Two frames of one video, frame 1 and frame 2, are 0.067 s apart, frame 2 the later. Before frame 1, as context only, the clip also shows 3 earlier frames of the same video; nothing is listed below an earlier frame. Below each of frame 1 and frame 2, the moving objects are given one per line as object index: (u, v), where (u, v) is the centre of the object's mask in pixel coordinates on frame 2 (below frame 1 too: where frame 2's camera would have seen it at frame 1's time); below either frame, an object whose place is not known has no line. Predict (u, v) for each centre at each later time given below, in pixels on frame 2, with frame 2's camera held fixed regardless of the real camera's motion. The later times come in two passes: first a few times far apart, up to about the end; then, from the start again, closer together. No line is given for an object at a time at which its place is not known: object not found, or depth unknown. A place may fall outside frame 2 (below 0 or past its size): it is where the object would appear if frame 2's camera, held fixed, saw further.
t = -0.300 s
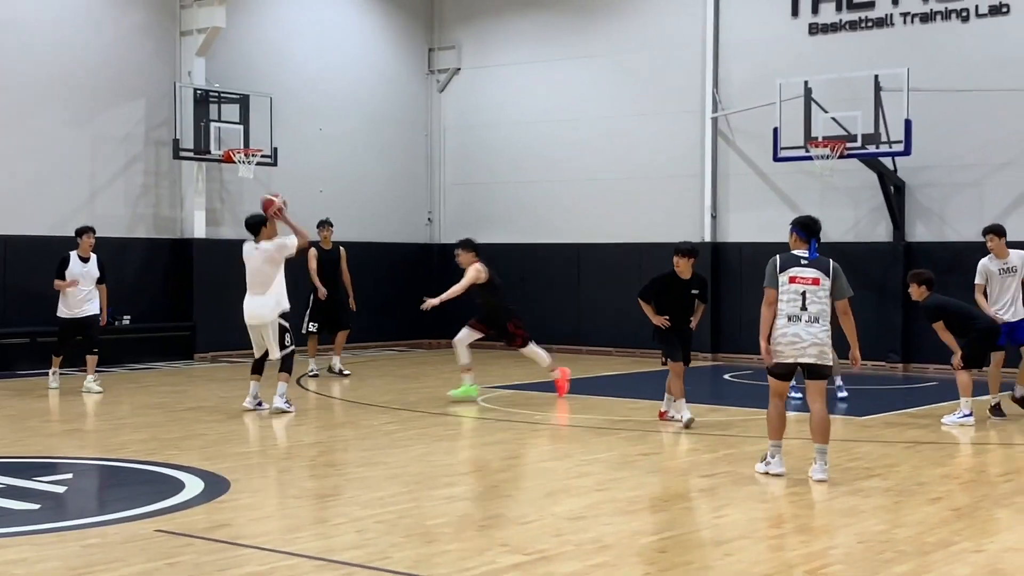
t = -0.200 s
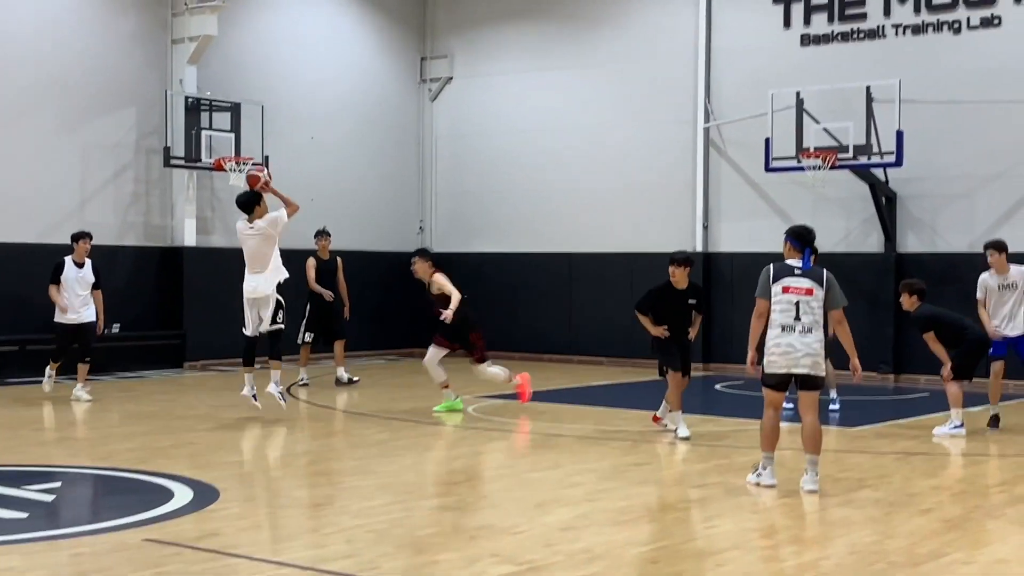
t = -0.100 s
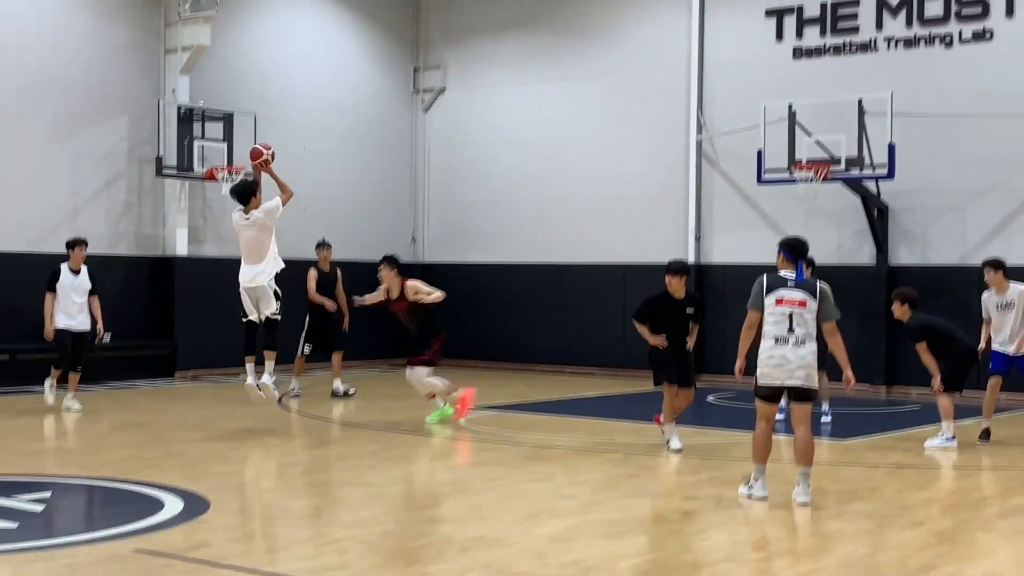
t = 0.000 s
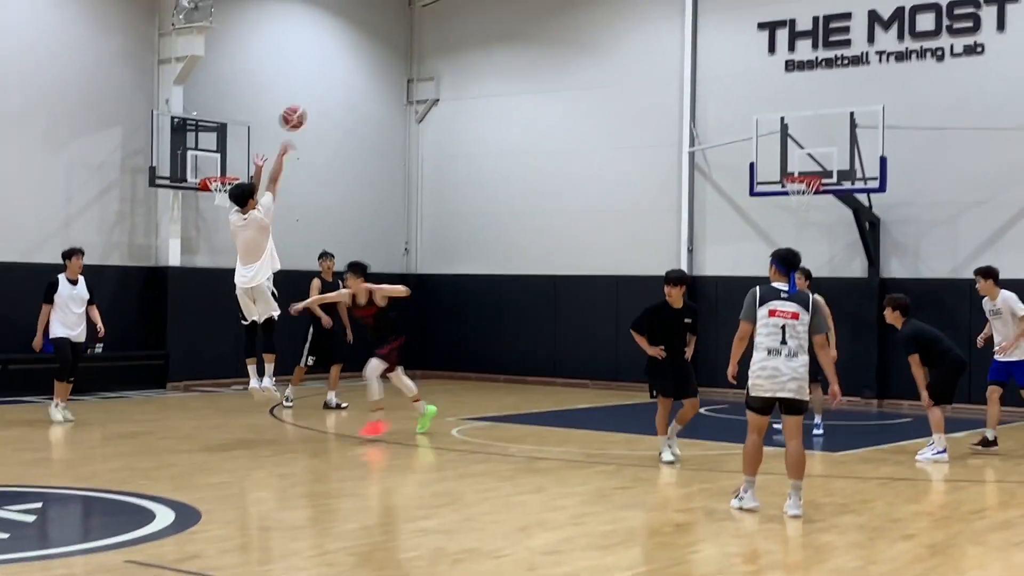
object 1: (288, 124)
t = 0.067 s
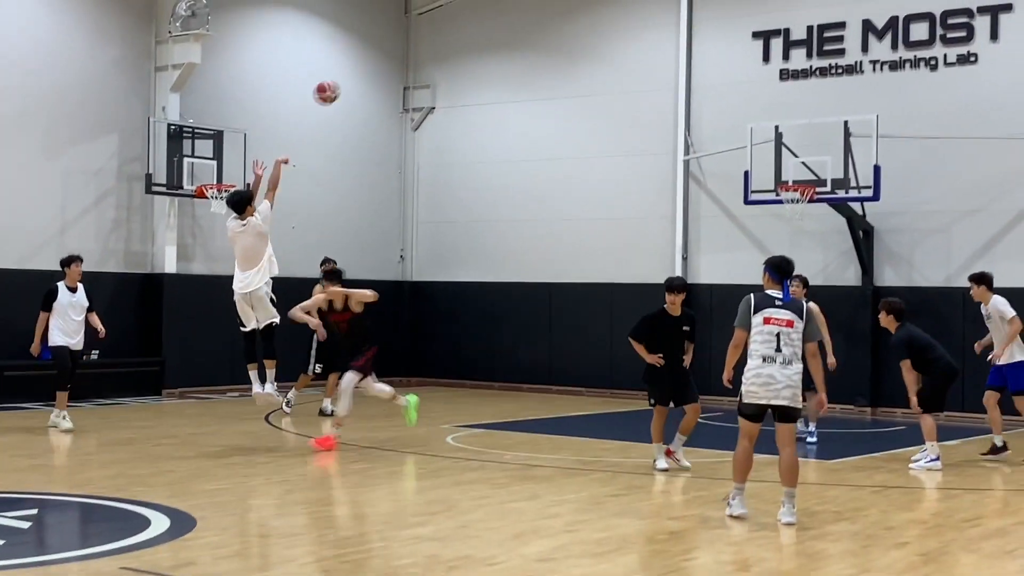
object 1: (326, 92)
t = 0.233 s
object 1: (412, 31)
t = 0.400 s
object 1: (489, 0)
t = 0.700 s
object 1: (611, 7)
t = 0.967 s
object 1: (705, 70)
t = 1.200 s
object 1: (776, 160)
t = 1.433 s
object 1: (809, 193)
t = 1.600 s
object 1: (803, 200)
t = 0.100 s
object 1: (344, 77)
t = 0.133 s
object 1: (361, 64)
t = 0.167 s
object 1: (379, 51)
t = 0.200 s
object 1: (396, 40)
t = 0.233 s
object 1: (412, 31)
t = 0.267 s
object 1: (429, 23)
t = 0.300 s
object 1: (445, 16)
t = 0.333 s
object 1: (460, 9)
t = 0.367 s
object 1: (474, 4)
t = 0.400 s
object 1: (489, 0)
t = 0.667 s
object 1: (599, 3)
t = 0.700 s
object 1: (611, 7)
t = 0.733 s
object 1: (624, 12)
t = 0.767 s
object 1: (636, 18)
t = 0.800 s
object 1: (648, 25)
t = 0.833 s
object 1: (660, 33)
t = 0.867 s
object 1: (672, 40)
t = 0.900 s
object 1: (683, 50)
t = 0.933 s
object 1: (694, 59)
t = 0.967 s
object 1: (705, 70)
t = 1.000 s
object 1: (716, 80)
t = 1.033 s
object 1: (727, 92)
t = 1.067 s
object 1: (737, 104)
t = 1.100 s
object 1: (748, 118)
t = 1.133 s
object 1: (757, 131)
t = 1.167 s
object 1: (767, 145)
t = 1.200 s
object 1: (776, 160)
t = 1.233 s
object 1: (787, 175)
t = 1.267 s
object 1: (795, 187)
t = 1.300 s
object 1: (805, 199)
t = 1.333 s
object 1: (809, 203)
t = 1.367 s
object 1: (810, 201)
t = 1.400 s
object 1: (810, 197)
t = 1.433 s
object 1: (809, 193)
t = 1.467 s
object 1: (808, 193)
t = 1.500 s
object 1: (807, 194)
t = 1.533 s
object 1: (806, 196)
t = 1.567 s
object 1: (805, 198)
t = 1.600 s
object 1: (803, 200)
